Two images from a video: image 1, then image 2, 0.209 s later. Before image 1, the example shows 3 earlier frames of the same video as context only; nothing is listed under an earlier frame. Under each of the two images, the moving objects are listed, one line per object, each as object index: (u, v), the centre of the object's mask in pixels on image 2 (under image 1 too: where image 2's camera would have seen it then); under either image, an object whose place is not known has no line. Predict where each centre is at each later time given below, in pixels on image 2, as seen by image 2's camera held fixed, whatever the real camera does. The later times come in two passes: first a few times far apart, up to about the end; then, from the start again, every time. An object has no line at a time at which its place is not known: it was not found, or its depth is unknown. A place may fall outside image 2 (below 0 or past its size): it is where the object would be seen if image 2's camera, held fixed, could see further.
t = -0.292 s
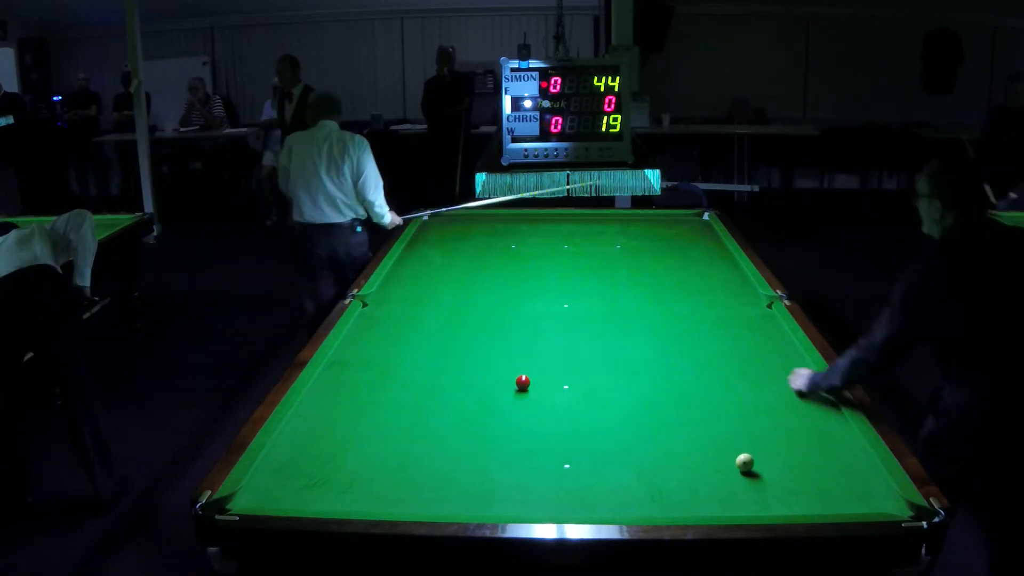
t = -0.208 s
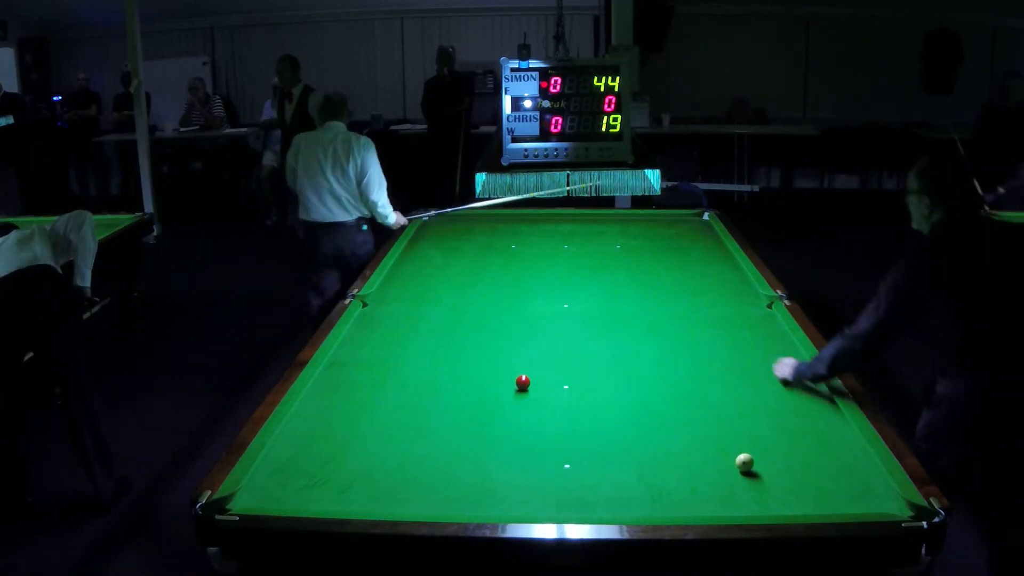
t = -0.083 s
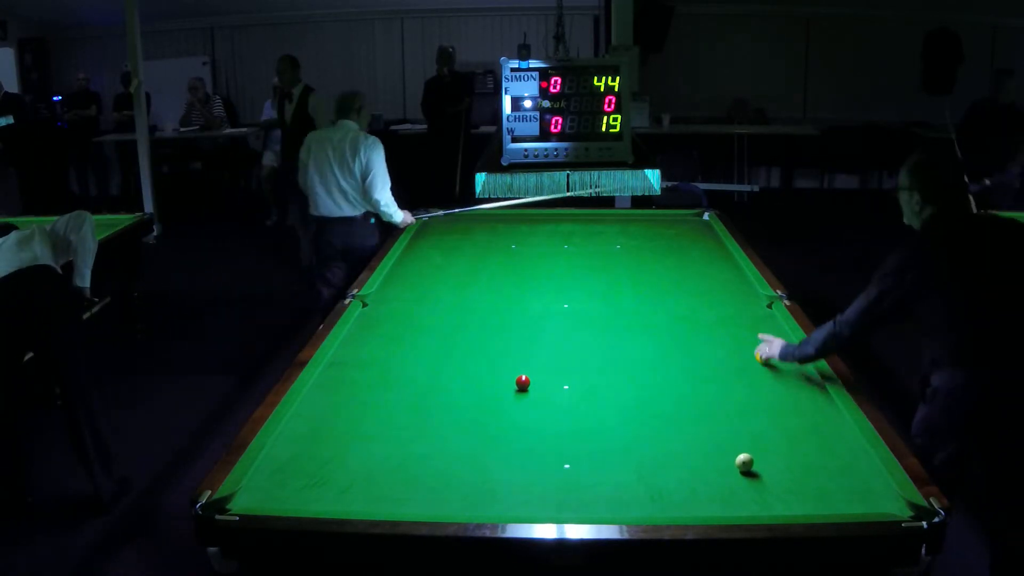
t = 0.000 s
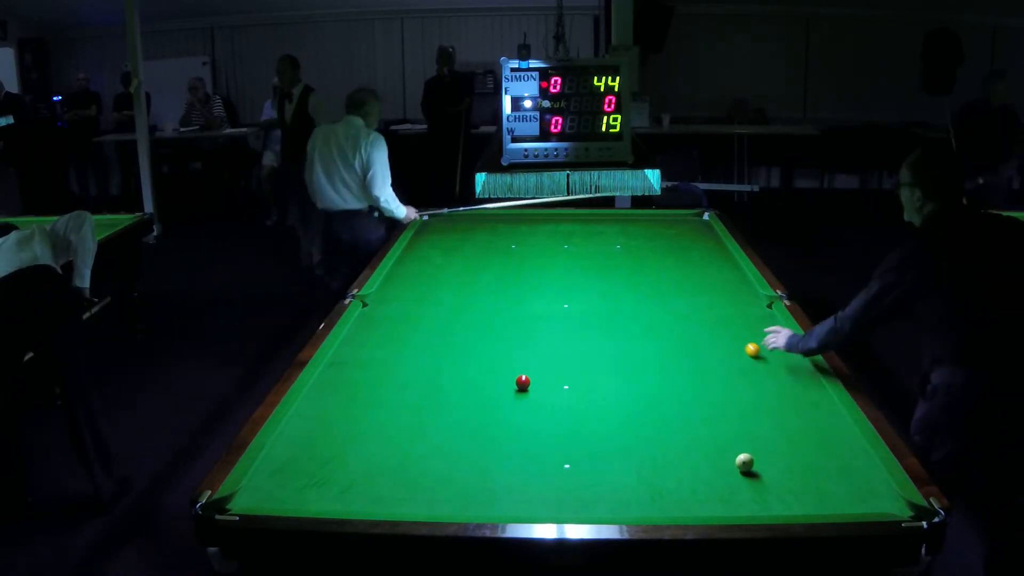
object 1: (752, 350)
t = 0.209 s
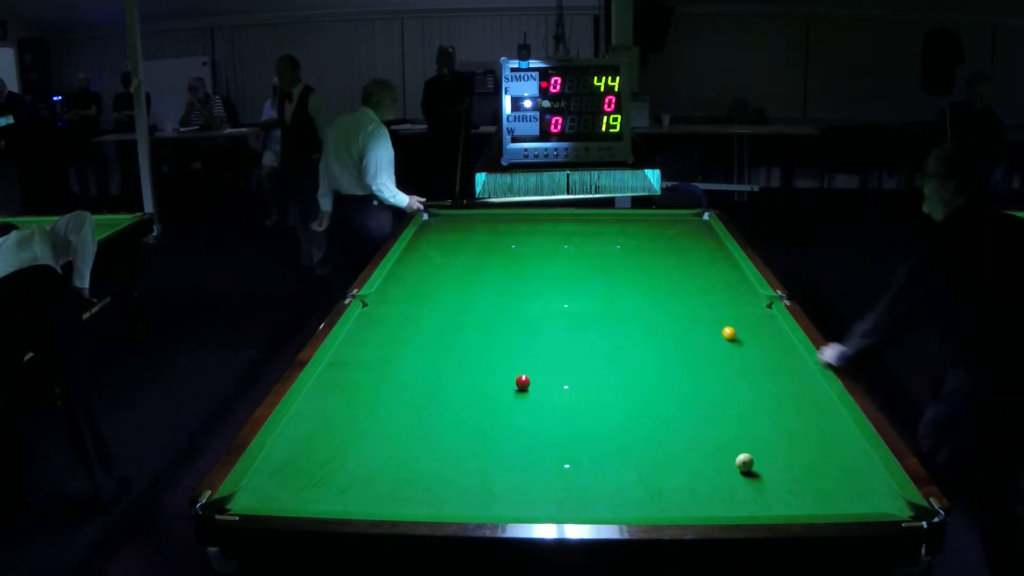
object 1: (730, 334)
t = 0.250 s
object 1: (725, 331)
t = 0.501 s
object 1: (701, 313)
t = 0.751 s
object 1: (679, 298)
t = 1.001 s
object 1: (660, 285)
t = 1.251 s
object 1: (643, 274)
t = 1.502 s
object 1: (628, 263)
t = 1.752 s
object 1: (615, 254)
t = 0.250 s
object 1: (725, 331)
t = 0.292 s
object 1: (721, 327)
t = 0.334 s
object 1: (717, 324)
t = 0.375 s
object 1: (712, 321)
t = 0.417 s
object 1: (708, 319)
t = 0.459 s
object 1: (704, 316)
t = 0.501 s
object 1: (701, 313)
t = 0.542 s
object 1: (697, 310)
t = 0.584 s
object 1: (693, 308)
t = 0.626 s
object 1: (690, 305)
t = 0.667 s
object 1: (686, 303)
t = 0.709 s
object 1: (683, 301)
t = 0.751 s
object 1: (679, 298)
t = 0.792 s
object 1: (676, 296)
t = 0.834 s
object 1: (673, 294)
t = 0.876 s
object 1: (670, 291)
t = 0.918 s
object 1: (666, 289)
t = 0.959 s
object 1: (663, 287)
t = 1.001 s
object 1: (660, 285)
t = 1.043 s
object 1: (657, 283)
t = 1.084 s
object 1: (655, 281)
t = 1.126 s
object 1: (651, 279)
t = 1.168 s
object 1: (649, 277)
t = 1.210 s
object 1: (646, 275)
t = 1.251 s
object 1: (643, 274)
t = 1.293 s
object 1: (641, 272)
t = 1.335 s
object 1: (638, 270)
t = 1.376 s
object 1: (635, 268)
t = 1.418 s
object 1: (633, 267)
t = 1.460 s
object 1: (631, 265)
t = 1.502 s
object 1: (628, 263)
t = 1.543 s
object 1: (626, 262)
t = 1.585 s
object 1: (624, 260)
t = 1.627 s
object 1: (621, 259)
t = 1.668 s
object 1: (619, 257)
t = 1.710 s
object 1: (617, 256)
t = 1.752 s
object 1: (615, 254)
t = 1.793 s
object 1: (613, 253)
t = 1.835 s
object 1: (611, 251)
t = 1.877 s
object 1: (609, 250)
